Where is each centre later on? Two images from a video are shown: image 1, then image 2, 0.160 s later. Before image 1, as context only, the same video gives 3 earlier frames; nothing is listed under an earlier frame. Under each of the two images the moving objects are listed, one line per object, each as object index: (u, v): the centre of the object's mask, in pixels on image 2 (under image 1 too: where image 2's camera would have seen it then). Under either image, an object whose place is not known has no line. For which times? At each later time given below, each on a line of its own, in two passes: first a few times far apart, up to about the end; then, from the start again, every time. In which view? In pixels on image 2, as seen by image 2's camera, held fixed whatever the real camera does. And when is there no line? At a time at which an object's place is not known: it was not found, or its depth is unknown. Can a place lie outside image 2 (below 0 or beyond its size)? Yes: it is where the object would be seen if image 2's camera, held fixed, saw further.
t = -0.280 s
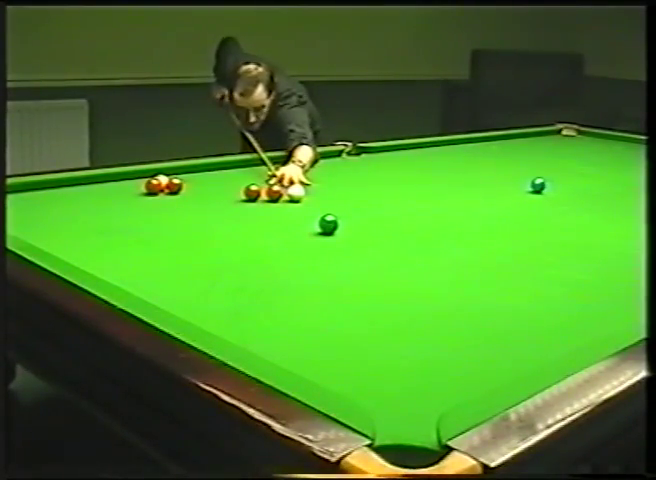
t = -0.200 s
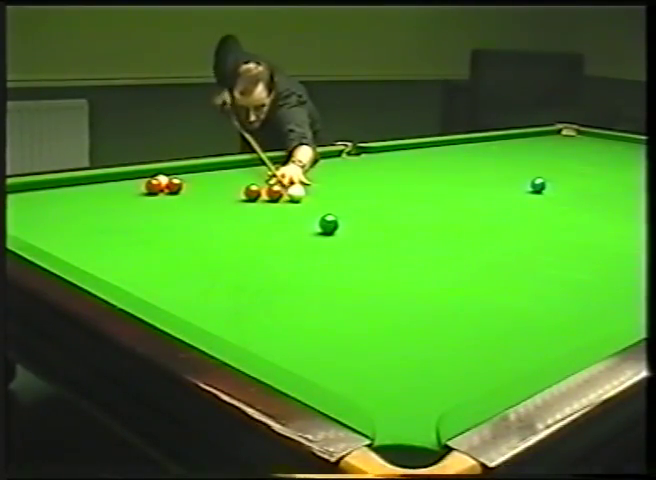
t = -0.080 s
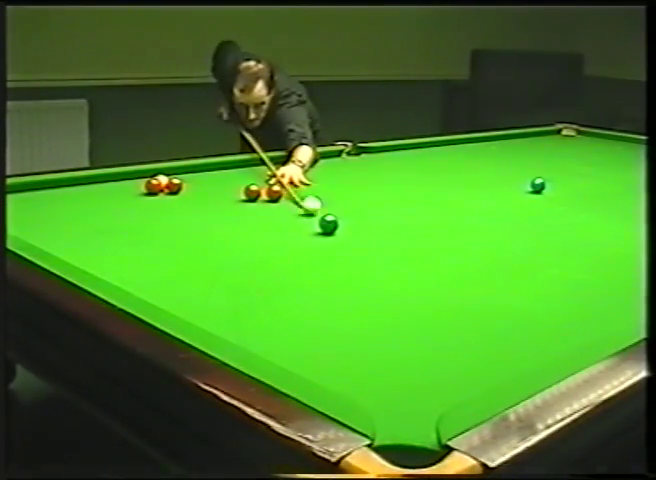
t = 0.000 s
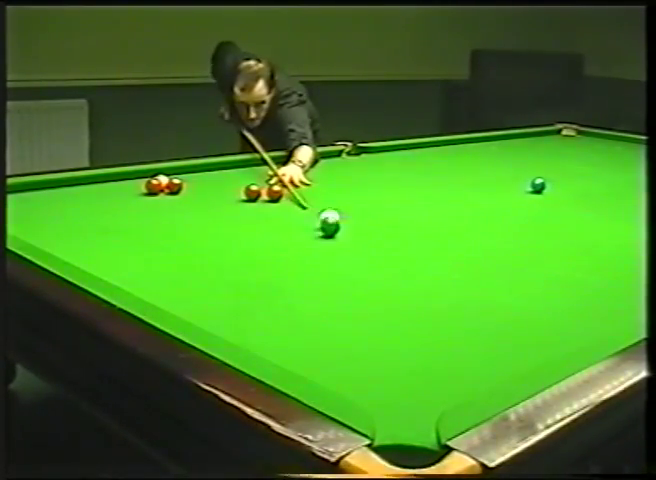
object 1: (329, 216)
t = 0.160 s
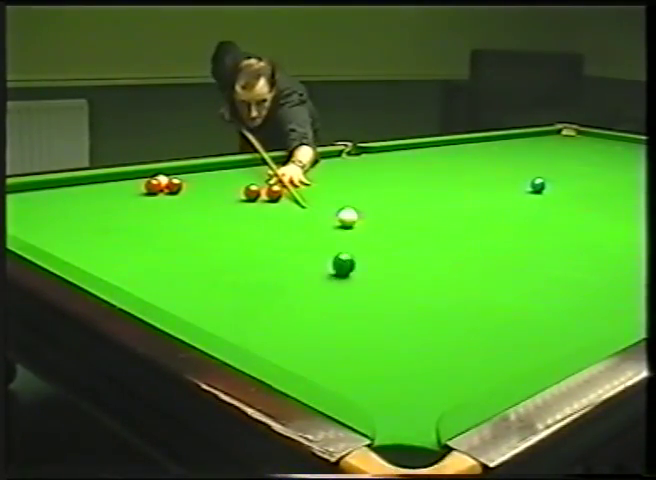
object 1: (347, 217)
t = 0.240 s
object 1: (352, 215)
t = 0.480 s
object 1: (366, 209)
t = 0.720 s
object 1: (379, 203)
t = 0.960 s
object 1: (390, 199)
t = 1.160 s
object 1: (398, 195)
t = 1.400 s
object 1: (407, 192)
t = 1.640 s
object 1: (414, 188)
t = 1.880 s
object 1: (421, 185)
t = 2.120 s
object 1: (427, 183)
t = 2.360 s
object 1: (432, 180)
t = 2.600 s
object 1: (437, 178)
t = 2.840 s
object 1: (442, 177)
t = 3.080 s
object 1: (445, 175)
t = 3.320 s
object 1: (447, 174)
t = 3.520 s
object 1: (449, 173)
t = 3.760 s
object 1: (450, 172)
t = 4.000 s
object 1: (451, 171)
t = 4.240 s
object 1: (452, 170)
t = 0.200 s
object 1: (350, 216)
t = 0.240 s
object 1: (352, 215)
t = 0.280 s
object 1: (355, 214)
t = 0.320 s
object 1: (357, 213)
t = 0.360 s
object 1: (360, 212)
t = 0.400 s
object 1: (362, 211)
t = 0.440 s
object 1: (364, 210)
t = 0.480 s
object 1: (366, 209)
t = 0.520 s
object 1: (369, 208)
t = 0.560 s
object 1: (371, 207)
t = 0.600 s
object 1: (373, 206)
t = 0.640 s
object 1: (375, 206)
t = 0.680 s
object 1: (377, 204)
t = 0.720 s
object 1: (379, 203)
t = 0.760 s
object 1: (381, 203)
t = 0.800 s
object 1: (384, 202)
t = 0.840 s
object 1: (385, 201)
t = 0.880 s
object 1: (387, 200)
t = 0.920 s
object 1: (389, 199)
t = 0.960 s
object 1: (390, 199)
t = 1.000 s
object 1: (391, 198)
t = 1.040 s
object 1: (394, 197)
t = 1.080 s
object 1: (395, 197)
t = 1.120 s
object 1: (397, 196)
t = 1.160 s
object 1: (398, 195)
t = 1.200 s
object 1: (400, 195)
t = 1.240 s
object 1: (401, 194)
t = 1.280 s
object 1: (402, 193)
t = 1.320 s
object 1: (404, 193)
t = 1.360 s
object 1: (405, 192)
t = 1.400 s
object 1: (407, 192)
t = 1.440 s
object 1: (408, 191)
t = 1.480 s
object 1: (409, 191)
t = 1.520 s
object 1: (410, 190)
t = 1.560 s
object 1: (412, 189)
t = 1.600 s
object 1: (413, 189)
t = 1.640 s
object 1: (414, 188)
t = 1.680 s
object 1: (416, 188)
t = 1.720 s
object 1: (417, 187)
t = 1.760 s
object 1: (418, 187)
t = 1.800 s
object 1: (419, 186)
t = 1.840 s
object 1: (420, 186)
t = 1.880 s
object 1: (421, 185)
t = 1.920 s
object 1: (423, 185)
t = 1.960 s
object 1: (423, 184)
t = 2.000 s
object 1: (425, 184)
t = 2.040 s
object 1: (425, 183)
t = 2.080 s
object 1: (426, 183)
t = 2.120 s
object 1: (427, 183)
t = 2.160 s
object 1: (428, 182)
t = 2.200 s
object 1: (429, 182)
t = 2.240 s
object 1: (430, 181)
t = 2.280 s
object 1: (431, 181)
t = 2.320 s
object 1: (432, 181)
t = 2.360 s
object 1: (432, 180)
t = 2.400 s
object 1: (433, 180)
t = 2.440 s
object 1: (434, 180)
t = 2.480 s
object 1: (435, 179)
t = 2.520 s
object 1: (436, 179)
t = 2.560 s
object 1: (437, 179)
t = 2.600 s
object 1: (437, 178)
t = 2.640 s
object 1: (438, 178)
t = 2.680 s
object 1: (438, 178)
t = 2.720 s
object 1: (439, 177)
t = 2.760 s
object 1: (440, 177)
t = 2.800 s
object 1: (441, 177)
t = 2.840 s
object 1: (442, 177)
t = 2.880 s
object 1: (442, 176)
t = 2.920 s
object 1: (443, 176)
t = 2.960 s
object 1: (444, 176)
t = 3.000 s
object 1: (444, 175)
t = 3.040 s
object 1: (445, 175)
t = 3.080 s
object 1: (445, 175)
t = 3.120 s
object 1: (445, 175)
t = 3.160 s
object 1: (446, 175)
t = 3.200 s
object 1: (446, 174)
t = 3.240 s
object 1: (447, 174)
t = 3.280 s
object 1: (447, 174)
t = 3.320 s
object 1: (447, 174)
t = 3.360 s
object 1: (448, 173)
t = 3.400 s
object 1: (448, 173)
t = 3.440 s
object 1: (448, 173)
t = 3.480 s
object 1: (448, 173)
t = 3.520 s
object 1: (449, 173)
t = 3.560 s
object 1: (449, 173)
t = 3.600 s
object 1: (449, 173)
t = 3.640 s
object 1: (449, 172)
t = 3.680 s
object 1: (450, 172)
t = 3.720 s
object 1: (450, 172)
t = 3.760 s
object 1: (450, 172)
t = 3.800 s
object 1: (450, 172)
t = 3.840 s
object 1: (451, 172)
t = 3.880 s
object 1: (451, 172)
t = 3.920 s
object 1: (451, 171)
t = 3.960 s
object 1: (451, 171)
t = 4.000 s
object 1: (451, 171)
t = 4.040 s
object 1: (451, 171)
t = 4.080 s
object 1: (452, 171)
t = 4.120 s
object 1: (452, 171)
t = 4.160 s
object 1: (452, 171)
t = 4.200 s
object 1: (452, 171)
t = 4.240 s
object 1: (452, 170)
